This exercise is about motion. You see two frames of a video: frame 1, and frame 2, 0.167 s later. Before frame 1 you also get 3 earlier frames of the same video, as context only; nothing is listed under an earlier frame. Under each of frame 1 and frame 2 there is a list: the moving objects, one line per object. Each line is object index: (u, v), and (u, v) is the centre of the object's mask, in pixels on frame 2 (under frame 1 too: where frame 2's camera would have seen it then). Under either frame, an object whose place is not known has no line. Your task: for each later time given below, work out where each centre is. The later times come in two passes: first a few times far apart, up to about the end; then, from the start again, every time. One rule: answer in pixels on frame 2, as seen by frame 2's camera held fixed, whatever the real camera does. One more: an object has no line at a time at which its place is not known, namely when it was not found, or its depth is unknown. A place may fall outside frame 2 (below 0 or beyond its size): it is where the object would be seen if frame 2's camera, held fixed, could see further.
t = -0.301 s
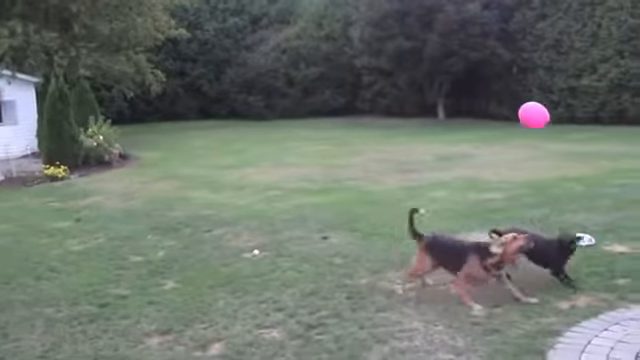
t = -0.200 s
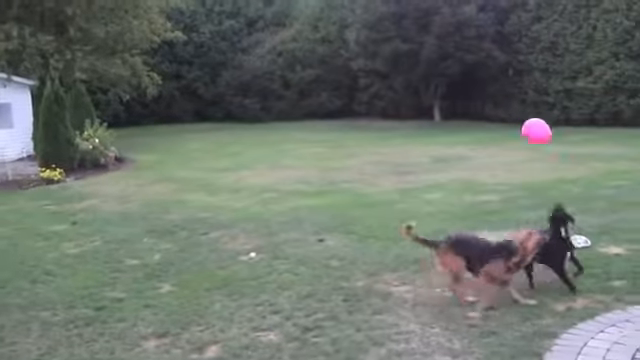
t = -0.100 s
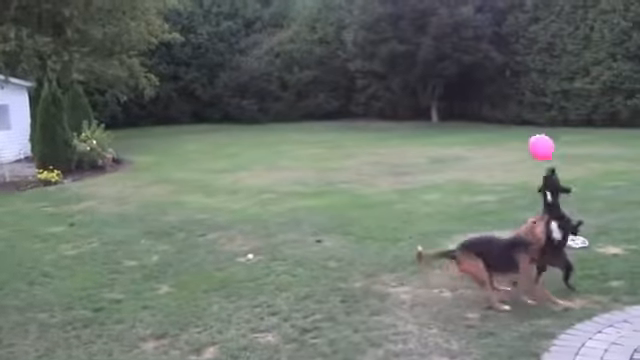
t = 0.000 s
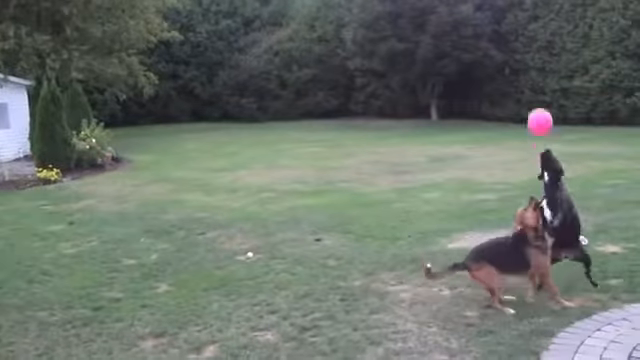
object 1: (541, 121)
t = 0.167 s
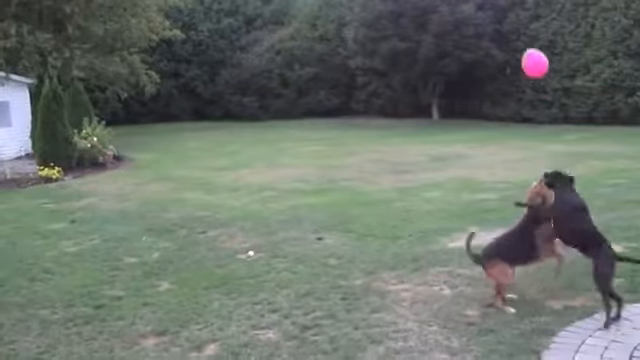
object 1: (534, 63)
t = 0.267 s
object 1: (530, 43)
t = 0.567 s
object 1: (521, 27)
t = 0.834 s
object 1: (524, 41)
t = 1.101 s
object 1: (532, 72)
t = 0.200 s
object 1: (533, 55)
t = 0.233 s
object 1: (531, 49)
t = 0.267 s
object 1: (530, 43)
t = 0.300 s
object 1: (529, 38)
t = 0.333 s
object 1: (527, 35)
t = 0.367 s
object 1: (526, 32)
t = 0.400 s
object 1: (525, 29)
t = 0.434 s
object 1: (524, 27)
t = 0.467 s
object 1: (523, 26)
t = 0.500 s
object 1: (522, 26)
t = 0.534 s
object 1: (522, 26)
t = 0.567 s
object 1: (521, 27)
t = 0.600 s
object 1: (521, 27)
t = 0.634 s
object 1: (521, 28)
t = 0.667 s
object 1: (521, 30)
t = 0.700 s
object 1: (522, 31)
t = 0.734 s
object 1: (522, 34)
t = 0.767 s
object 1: (523, 36)
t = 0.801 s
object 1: (523, 39)
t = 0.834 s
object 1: (524, 41)
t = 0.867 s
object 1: (525, 45)
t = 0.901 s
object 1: (526, 47)
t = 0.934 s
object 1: (527, 51)
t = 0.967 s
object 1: (528, 55)
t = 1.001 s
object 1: (529, 59)
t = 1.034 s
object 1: (530, 63)
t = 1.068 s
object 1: (531, 67)
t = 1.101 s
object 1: (532, 72)
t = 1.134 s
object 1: (533, 77)
